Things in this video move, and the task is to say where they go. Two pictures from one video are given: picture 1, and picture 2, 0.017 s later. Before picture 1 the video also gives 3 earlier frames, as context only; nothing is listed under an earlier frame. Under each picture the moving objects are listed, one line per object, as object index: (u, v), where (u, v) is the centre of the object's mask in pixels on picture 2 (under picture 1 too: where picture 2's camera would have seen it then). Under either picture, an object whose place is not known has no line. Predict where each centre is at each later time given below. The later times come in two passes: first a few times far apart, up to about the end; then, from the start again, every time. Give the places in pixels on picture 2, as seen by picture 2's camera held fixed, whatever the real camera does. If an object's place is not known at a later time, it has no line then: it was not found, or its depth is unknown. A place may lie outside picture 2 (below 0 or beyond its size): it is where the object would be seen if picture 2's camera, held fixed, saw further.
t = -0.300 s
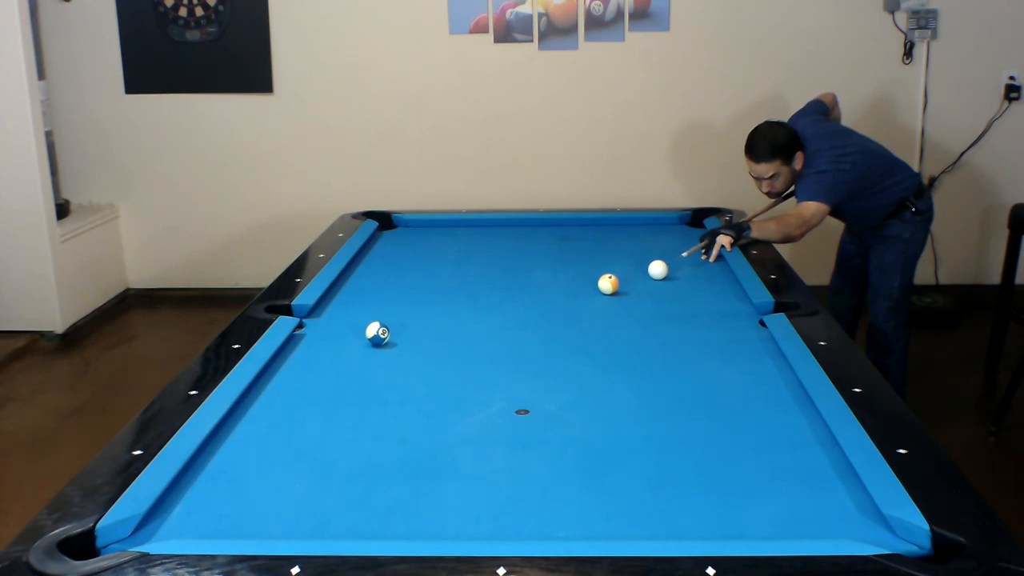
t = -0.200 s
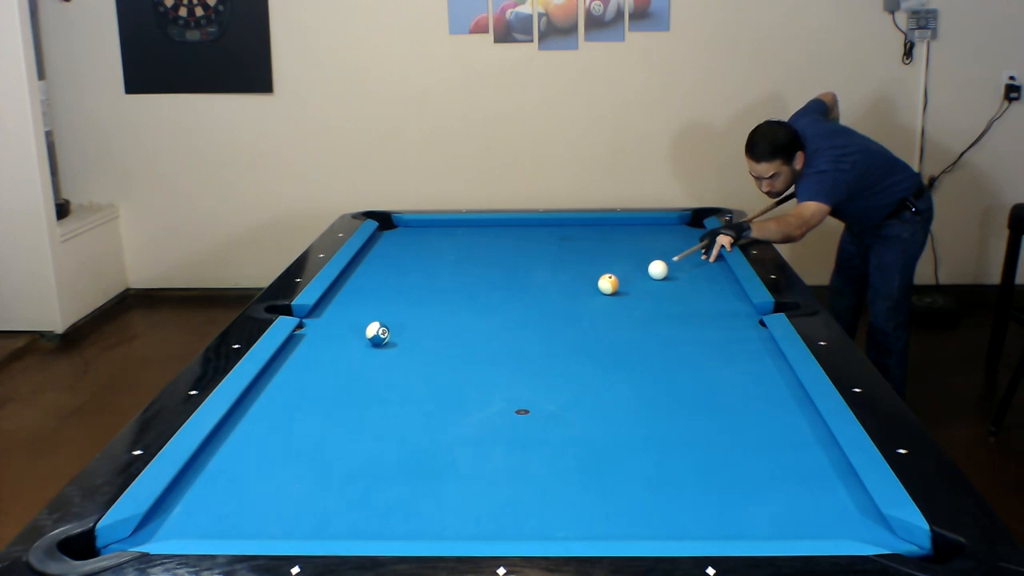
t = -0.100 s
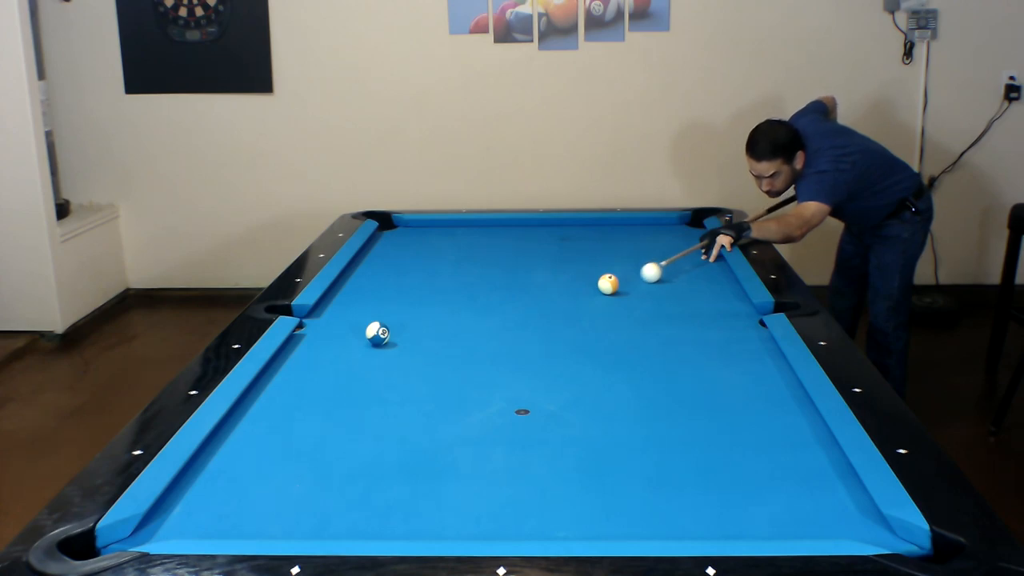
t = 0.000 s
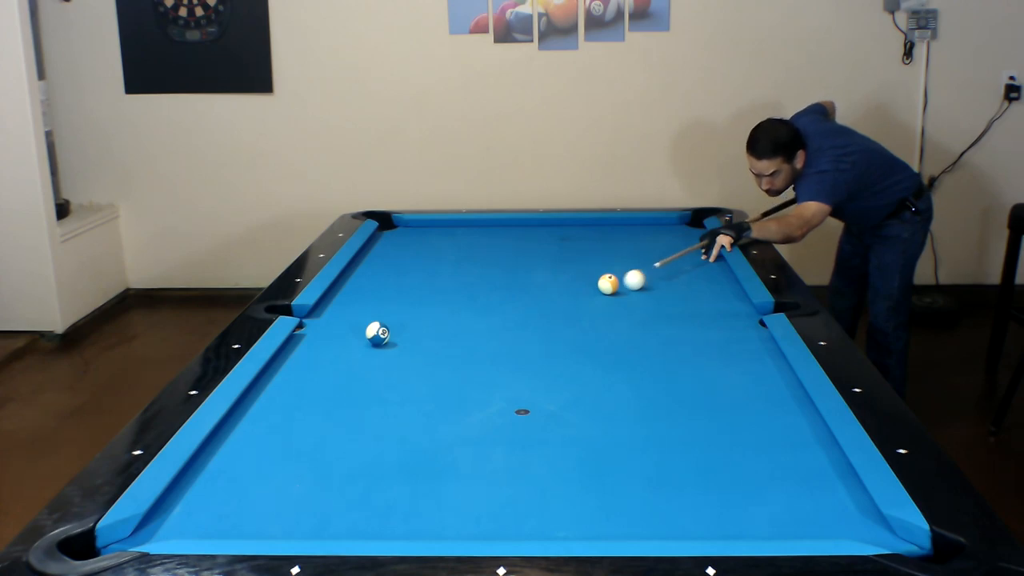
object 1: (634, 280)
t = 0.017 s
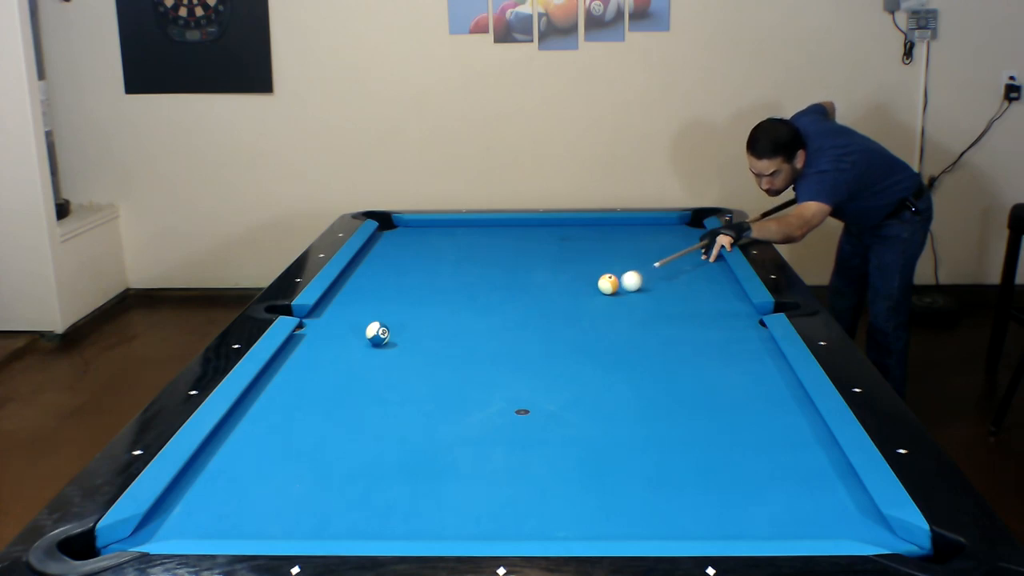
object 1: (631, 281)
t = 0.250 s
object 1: (630, 295)
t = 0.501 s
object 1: (631, 311)
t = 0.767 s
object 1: (633, 330)
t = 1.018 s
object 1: (634, 348)
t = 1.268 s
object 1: (635, 368)
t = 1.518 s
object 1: (637, 389)
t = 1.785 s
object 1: (639, 413)
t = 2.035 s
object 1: (641, 437)
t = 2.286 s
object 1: (643, 463)
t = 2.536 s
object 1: (645, 491)
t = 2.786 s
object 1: (648, 520)
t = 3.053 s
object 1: (645, 525)
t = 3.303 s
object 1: (640, 509)
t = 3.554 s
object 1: (634, 493)
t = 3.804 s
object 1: (629, 480)
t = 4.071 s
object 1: (624, 468)
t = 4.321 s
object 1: (620, 459)
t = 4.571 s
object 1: (618, 451)
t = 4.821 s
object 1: (616, 444)
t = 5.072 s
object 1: (615, 439)
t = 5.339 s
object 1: (614, 435)
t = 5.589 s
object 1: (615, 431)
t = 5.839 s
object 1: (615, 429)
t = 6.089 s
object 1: (617, 428)
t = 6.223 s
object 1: (617, 429)
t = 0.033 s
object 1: (629, 282)
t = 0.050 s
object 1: (629, 283)
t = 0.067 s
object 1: (629, 284)
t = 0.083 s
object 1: (630, 285)
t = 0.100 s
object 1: (630, 286)
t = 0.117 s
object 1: (630, 287)
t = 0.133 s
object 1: (630, 288)
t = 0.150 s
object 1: (630, 289)
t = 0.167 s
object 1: (630, 290)
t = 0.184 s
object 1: (630, 291)
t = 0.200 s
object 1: (630, 292)
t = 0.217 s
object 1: (630, 293)
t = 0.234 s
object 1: (630, 294)
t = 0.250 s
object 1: (630, 295)
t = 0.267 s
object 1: (630, 296)
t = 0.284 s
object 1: (630, 297)
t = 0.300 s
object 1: (630, 298)
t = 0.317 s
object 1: (630, 299)
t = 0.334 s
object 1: (630, 300)
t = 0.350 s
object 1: (631, 302)
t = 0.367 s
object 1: (631, 302)
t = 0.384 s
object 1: (631, 304)
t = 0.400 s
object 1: (631, 305)
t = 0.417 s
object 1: (631, 306)
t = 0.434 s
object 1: (631, 307)
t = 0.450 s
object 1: (631, 308)
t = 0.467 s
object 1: (631, 309)
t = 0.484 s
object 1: (631, 310)
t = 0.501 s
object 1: (631, 311)
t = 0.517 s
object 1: (631, 312)
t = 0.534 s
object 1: (631, 314)
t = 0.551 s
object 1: (631, 315)
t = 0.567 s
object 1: (631, 316)
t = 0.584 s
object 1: (632, 317)
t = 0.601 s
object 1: (632, 318)
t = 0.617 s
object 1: (632, 319)
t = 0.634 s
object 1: (632, 320)
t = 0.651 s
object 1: (632, 322)
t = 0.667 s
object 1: (632, 323)
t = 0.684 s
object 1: (632, 324)
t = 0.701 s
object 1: (632, 325)
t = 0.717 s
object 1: (632, 326)
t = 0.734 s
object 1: (632, 327)
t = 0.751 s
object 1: (632, 329)
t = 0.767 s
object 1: (633, 330)
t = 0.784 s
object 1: (633, 331)
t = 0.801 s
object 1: (633, 332)
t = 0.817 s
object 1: (633, 333)
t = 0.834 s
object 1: (633, 335)
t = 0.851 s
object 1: (633, 336)
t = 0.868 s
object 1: (633, 337)
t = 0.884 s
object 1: (633, 338)
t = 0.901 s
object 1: (633, 339)
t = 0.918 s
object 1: (634, 341)
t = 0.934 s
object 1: (634, 342)
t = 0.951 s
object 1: (634, 343)
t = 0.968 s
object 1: (634, 344)
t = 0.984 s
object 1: (634, 346)
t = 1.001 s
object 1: (634, 347)
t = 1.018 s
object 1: (634, 348)
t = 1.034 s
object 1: (634, 350)
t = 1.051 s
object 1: (634, 351)
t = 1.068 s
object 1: (634, 352)
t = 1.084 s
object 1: (634, 353)
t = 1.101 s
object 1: (635, 355)
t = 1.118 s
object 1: (635, 356)
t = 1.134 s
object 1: (635, 357)
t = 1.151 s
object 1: (635, 359)
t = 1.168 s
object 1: (635, 360)
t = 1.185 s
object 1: (635, 361)
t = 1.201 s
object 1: (635, 363)
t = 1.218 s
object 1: (635, 364)
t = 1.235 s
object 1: (635, 365)
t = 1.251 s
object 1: (635, 367)
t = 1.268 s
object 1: (635, 368)
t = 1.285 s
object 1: (636, 369)
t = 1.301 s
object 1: (636, 371)
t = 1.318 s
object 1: (636, 372)
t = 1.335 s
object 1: (636, 373)
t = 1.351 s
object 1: (636, 375)
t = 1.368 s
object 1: (636, 376)
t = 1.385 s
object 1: (636, 378)
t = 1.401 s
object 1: (636, 379)
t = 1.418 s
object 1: (636, 380)
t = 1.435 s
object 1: (636, 382)
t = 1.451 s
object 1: (637, 383)
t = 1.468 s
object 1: (637, 385)
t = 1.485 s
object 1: (637, 386)
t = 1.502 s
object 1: (637, 388)
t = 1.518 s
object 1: (637, 389)
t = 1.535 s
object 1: (637, 391)
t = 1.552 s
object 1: (637, 392)
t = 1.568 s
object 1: (637, 393)
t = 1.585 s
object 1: (637, 395)
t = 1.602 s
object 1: (637, 396)
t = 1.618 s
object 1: (638, 398)
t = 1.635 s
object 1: (638, 399)
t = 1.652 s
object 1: (638, 401)
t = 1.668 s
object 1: (638, 402)
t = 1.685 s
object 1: (638, 404)
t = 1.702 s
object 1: (638, 405)
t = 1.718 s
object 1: (638, 407)
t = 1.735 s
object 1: (639, 408)
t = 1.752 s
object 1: (639, 410)
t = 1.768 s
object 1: (639, 412)
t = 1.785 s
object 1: (639, 413)
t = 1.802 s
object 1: (639, 415)
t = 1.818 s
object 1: (639, 416)
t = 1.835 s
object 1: (639, 418)
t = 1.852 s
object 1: (639, 419)
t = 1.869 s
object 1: (639, 421)
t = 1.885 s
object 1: (640, 423)
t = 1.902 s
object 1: (640, 424)
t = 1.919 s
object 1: (640, 426)
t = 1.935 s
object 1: (640, 427)
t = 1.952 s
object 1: (640, 429)
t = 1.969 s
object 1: (640, 431)
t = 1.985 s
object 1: (641, 432)
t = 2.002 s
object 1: (641, 434)
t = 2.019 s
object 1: (641, 435)
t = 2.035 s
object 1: (641, 437)
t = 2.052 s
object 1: (641, 439)
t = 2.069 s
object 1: (641, 441)
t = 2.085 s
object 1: (641, 442)
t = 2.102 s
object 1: (641, 444)
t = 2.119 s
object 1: (641, 446)
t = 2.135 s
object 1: (642, 447)
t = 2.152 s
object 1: (642, 449)
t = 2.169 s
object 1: (642, 451)
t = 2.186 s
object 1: (642, 453)
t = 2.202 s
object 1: (642, 454)
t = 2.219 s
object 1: (643, 456)
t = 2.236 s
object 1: (643, 458)
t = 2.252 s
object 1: (643, 460)
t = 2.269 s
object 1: (643, 461)
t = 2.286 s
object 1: (643, 463)
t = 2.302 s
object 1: (643, 465)
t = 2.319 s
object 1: (643, 467)
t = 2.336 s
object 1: (644, 469)
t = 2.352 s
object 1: (644, 470)
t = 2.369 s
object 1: (644, 472)
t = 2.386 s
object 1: (644, 474)
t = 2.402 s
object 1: (644, 476)
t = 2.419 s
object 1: (644, 478)
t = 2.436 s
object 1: (645, 479)
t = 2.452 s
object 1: (645, 481)
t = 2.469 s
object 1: (645, 483)
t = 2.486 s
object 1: (645, 485)
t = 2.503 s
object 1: (645, 487)
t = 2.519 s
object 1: (645, 489)
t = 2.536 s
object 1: (645, 491)
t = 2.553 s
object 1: (646, 493)
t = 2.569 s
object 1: (646, 494)
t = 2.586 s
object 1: (646, 496)
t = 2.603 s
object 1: (646, 498)
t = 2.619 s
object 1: (646, 500)
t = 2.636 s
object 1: (646, 502)
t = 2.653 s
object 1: (646, 504)
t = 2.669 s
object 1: (646, 506)
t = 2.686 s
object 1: (647, 508)
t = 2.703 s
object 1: (647, 510)
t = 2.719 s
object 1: (647, 512)
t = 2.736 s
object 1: (647, 514)
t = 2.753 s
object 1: (647, 516)
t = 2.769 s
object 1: (647, 518)
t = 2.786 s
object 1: (648, 520)
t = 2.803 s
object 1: (647, 522)
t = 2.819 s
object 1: (648, 523)
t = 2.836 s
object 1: (648, 525)
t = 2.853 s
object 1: (648, 526)
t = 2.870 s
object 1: (648, 527)
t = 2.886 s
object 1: (648, 528)
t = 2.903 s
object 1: (648, 529)
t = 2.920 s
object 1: (648, 530)
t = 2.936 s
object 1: (648, 530)
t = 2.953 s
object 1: (647, 529)
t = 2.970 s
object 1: (647, 529)
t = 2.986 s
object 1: (647, 528)
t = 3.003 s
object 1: (646, 527)
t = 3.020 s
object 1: (646, 527)
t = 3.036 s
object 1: (646, 526)
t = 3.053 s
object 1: (645, 525)
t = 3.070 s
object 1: (645, 524)
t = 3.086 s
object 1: (645, 524)
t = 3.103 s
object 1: (644, 523)
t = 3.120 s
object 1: (644, 522)
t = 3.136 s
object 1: (644, 521)
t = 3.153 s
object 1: (643, 519)
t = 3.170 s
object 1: (643, 518)
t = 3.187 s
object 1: (643, 517)
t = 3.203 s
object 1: (642, 516)
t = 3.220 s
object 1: (642, 515)
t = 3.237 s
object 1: (642, 513)
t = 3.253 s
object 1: (641, 512)
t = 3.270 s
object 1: (641, 511)
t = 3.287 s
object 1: (640, 510)
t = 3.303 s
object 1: (640, 509)
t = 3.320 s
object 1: (640, 508)
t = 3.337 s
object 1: (639, 507)
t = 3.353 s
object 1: (639, 506)
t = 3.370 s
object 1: (639, 505)
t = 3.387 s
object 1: (638, 503)
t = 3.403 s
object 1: (638, 503)
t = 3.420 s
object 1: (638, 502)
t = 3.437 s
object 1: (637, 500)
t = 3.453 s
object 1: (637, 499)
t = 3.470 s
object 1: (636, 498)
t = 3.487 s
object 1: (636, 497)
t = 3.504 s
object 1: (636, 496)
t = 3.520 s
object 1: (635, 495)
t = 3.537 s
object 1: (635, 494)
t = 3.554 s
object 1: (634, 493)
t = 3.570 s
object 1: (634, 493)
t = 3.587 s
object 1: (634, 492)
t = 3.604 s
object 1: (633, 491)
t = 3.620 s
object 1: (633, 490)
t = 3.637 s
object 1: (633, 489)
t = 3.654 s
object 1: (632, 488)
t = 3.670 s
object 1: (632, 487)
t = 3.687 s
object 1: (631, 486)
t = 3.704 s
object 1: (631, 485)
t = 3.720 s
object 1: (631, 484)
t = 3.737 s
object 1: (630, 484)
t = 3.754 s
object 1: (630, 483)
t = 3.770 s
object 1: (630, 482)
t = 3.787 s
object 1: (629, 481)
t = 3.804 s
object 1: (629, 480)
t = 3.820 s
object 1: (629, 479)
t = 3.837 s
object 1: (629, 479)
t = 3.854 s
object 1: (628, 478)
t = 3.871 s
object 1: (628, 477)
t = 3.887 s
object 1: (627, 476)
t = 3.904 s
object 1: (627, 476)
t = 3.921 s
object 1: (627, 475)
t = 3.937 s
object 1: (626, 474)
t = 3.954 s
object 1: (626, 473)
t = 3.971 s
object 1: (626, 473)
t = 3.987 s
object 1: (625, 472)
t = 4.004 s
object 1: (625, 471)
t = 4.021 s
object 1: (625, 470)
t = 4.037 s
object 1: (625, 470)
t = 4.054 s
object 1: (624, 469)
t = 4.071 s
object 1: (624, 468)
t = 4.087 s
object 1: (624, 468)
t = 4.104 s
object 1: (624, 467)
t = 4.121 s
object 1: (623, 466)
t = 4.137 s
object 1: (623, 466)
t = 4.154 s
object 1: (623, 465)
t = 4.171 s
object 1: (622, 464)
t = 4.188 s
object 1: (622, 464)
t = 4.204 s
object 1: (622, 463)
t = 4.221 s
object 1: (622, 463)
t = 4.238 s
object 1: (621, 462)
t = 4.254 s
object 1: (621, 461)
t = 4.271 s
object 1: (621, 461)
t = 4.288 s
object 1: (621, 460)
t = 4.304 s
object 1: (620, 460)
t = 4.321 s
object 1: (620, 459)
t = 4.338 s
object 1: (620, 458)
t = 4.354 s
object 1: (620, 458)
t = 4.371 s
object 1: (620, 457)
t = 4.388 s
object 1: (619, 457)
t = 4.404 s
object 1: (619, 456)
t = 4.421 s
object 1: (619, 455)
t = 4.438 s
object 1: (619, 455)
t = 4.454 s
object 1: (619, 455)
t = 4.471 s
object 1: (619, 454)
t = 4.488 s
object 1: (618, 453)
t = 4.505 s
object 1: (618, 453)
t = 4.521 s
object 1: (618, 452)
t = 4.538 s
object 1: (618, 452)
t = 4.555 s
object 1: (618, 451)
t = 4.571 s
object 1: (618, 451)
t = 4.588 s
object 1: (618, 450)
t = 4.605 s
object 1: (618, 450)
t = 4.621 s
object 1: (617, 450)
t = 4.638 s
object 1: (617, 449)
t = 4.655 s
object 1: (617, 448)
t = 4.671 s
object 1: (617, 448)
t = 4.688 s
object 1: (617, 448)
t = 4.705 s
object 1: (617, 447)
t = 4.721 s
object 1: (617, 447)
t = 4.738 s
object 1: (617, 446)
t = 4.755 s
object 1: (616, 446)
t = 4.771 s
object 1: (616, 445)
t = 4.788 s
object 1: (616, 445)
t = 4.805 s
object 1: (616, 445)
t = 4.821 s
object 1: (616, 444)
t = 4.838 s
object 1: (616, 444)
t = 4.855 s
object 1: (616, 443)
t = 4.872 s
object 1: (616, 443)
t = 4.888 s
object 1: (616, 443)
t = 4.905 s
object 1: (616, 442)
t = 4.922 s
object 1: (615, 442)
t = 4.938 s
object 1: (615, 442)
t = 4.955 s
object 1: (615, 441)
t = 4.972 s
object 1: (615, 441)
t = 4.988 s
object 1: (615, 440)
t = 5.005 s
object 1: (615, 440)
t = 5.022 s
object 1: (615, 440)
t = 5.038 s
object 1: (615, 439)
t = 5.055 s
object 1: (615, 439)
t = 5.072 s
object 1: (615, 439)
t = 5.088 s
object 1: (615, 439)
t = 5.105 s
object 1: (615, 438)
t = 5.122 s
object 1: (615, 438)
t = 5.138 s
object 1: (615, 438)
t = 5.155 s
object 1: (615, 438)
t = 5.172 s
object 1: (615, 437)
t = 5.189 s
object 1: (615, 437)
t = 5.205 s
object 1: (615, 437)
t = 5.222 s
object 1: (615, 436)
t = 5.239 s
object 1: (615, 436)
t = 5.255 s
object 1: (615, 436)
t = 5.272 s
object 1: (614, 436)
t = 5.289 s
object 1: (614, 435)
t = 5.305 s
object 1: (614, 435)
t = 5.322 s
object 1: (614, 435)
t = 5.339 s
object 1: (614, 435)
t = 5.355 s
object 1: (614, 434)
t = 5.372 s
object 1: (615, 434)
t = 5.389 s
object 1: (615, 434)
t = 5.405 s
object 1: (614, 434)
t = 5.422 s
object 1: (614, 434)
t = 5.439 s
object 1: (614, 433)
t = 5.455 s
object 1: (614, 433)
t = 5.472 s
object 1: (615, 433)
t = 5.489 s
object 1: (615, 433)
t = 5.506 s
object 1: (614, 432)
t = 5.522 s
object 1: (615, 432)
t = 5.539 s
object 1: (614, 432)
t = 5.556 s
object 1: (615, 432)
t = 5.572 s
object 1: (615, 432)
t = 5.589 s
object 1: (615, 431)
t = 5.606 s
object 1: (615, 431)
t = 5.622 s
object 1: (615, 431)
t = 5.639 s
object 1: (615, 431)
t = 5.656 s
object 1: (615, 431)
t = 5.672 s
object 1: (615, 431)
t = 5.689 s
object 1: (615, 431)
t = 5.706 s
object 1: (615, 430)
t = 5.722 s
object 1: (615, 430)
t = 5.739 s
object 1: (615, 430)
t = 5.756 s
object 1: (615, 430)
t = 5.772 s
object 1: (615, 430)
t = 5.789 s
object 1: (615, 430)
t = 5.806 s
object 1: (615, 430)
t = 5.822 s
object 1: (615, 430)
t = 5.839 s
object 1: (615, 429)
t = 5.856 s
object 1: (615, 429)
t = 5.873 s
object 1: (615, 429)
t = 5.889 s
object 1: (616, 429)
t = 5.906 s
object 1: (616, 429)
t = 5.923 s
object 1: (616, 429)
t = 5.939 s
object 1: (616, 429)
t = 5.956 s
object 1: (616, 429)
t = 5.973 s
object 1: (616, 429)
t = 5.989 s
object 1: (616, 429)
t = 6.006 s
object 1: (616, 429)
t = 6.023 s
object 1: (617, 429)
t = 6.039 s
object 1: (617, 429)
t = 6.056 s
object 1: (617, 429)
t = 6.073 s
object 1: (617, 429)
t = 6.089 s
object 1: (617, 428)
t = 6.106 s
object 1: (617, 429)
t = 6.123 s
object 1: (617, 429)
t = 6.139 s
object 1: (617, 429)
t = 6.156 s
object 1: (617, 429)
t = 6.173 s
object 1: (617, 429)
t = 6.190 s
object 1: (617, 428)
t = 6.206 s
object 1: (617, 429)
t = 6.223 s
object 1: (617, 429)
